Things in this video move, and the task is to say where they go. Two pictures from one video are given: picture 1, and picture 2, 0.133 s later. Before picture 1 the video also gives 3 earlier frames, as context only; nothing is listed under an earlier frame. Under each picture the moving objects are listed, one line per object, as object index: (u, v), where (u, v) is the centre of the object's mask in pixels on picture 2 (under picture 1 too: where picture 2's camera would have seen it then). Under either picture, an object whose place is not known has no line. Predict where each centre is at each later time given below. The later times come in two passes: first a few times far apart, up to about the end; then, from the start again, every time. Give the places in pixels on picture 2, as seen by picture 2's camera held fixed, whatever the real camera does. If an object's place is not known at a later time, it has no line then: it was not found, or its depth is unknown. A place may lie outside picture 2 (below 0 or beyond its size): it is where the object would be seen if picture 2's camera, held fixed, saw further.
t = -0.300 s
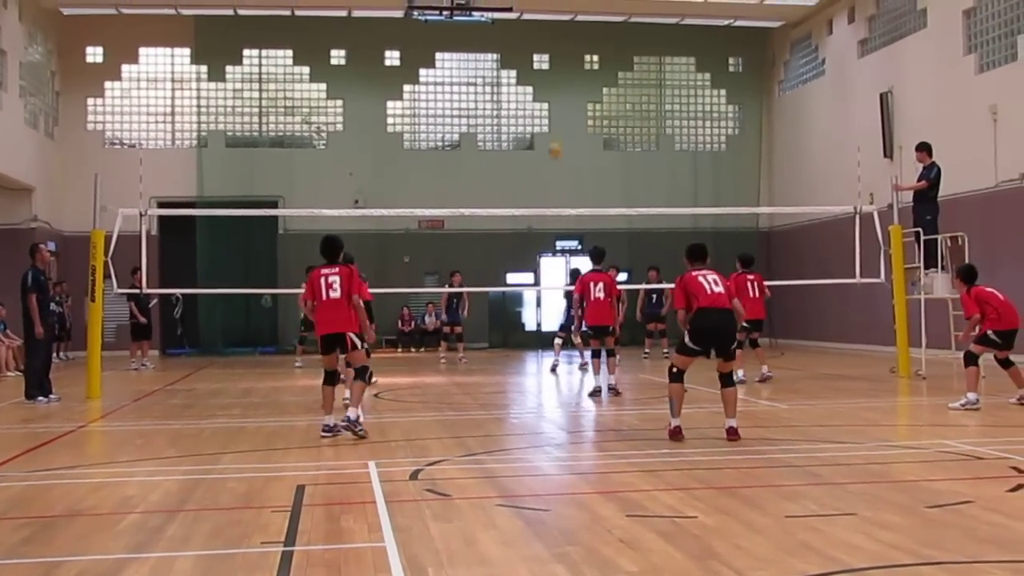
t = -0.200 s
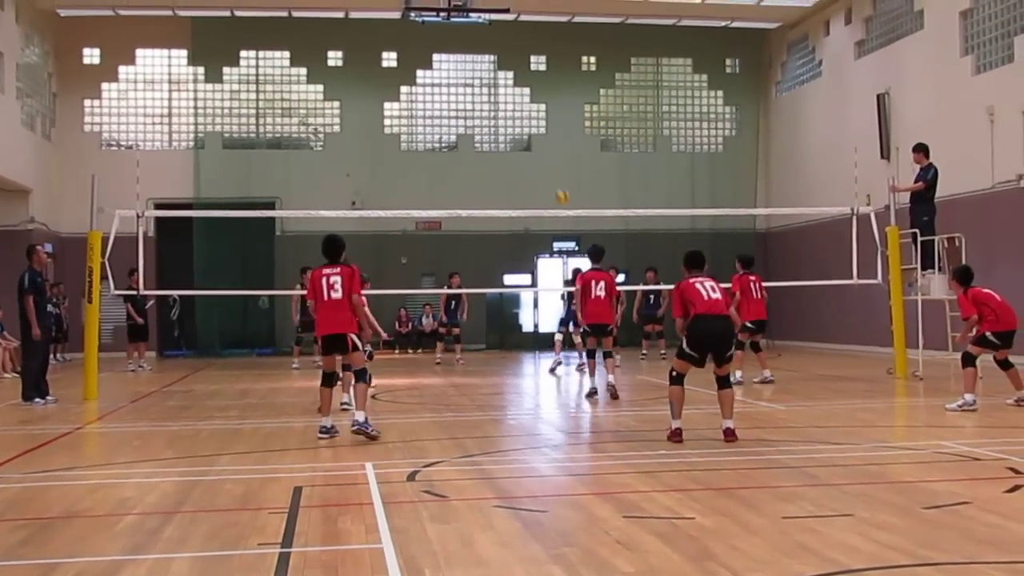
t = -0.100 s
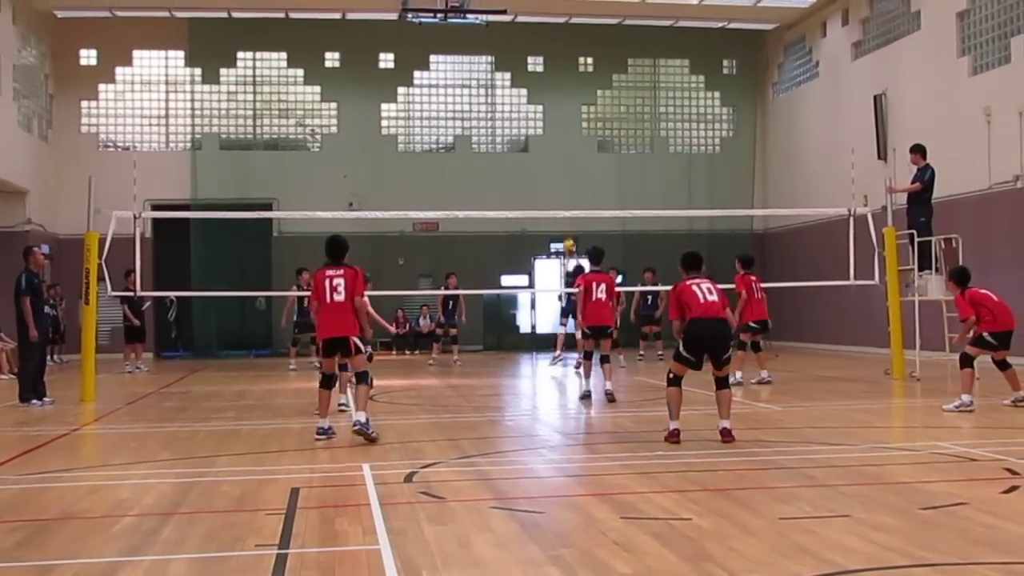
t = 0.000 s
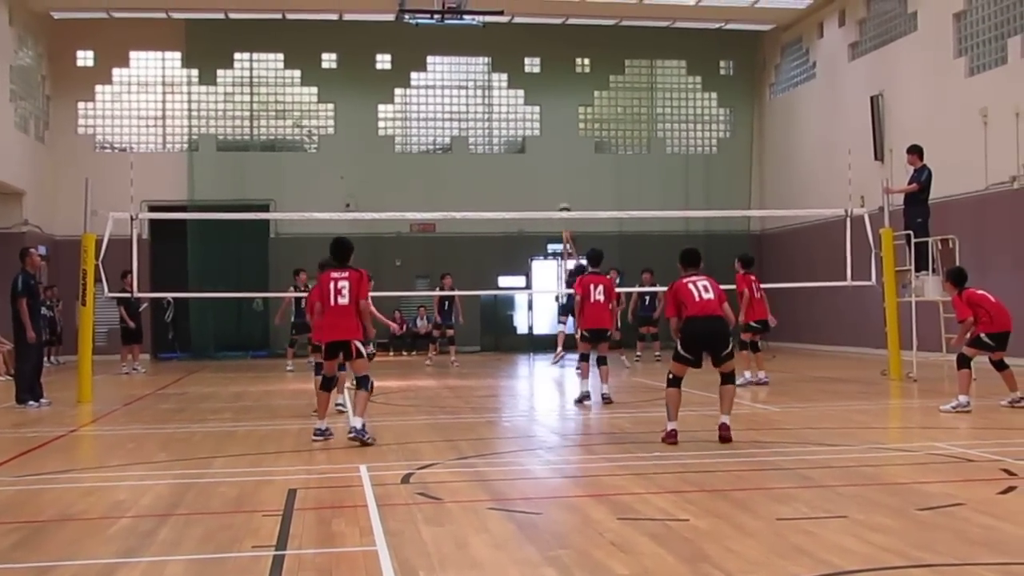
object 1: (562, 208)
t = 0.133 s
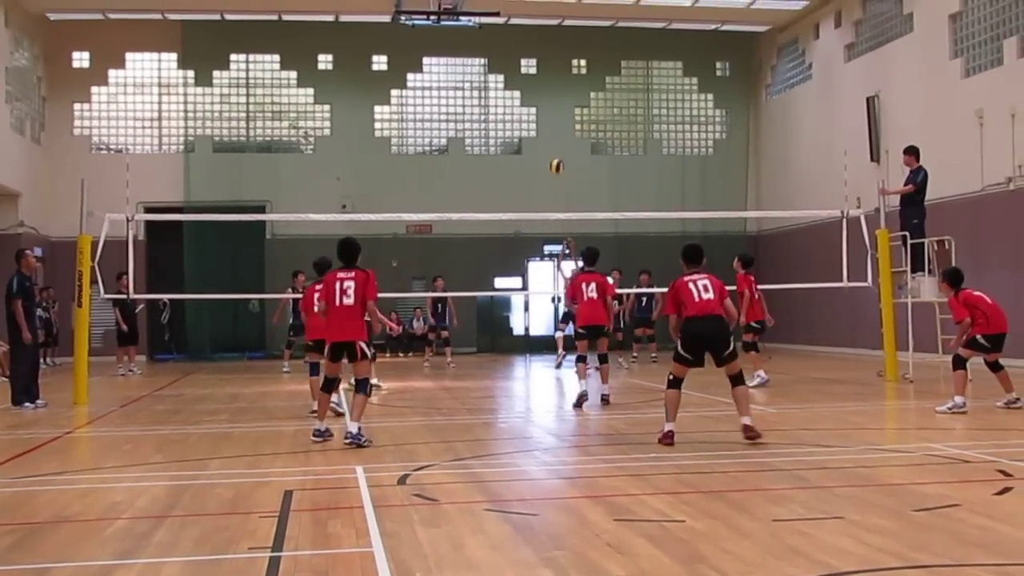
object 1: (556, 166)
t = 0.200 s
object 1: (554, 146)
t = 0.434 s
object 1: (546, 98)
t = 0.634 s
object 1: (540, 89)
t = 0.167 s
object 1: (555, 156)
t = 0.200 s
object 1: (554, 146)
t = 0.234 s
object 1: (553, 137)
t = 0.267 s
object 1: (551, 128)
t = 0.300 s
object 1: (550, 121)
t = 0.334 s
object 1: (548, 115)
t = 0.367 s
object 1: (548, 108)
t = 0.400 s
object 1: (547, 103)
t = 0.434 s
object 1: (546, 98)
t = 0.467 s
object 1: (545, 95)
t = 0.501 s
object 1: (543, 91)
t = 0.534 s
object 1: (544, 89)
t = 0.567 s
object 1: (542, 88)
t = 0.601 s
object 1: (541, 89)
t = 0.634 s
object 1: (540, 89)
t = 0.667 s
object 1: (540, 91)
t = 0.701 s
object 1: (540, 94)
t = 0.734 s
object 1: (540, 98)
